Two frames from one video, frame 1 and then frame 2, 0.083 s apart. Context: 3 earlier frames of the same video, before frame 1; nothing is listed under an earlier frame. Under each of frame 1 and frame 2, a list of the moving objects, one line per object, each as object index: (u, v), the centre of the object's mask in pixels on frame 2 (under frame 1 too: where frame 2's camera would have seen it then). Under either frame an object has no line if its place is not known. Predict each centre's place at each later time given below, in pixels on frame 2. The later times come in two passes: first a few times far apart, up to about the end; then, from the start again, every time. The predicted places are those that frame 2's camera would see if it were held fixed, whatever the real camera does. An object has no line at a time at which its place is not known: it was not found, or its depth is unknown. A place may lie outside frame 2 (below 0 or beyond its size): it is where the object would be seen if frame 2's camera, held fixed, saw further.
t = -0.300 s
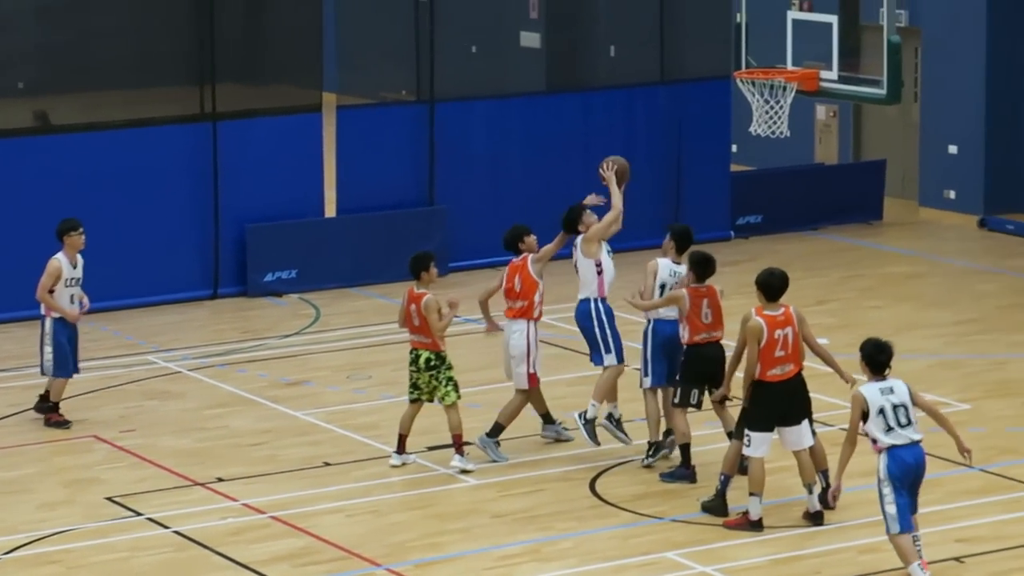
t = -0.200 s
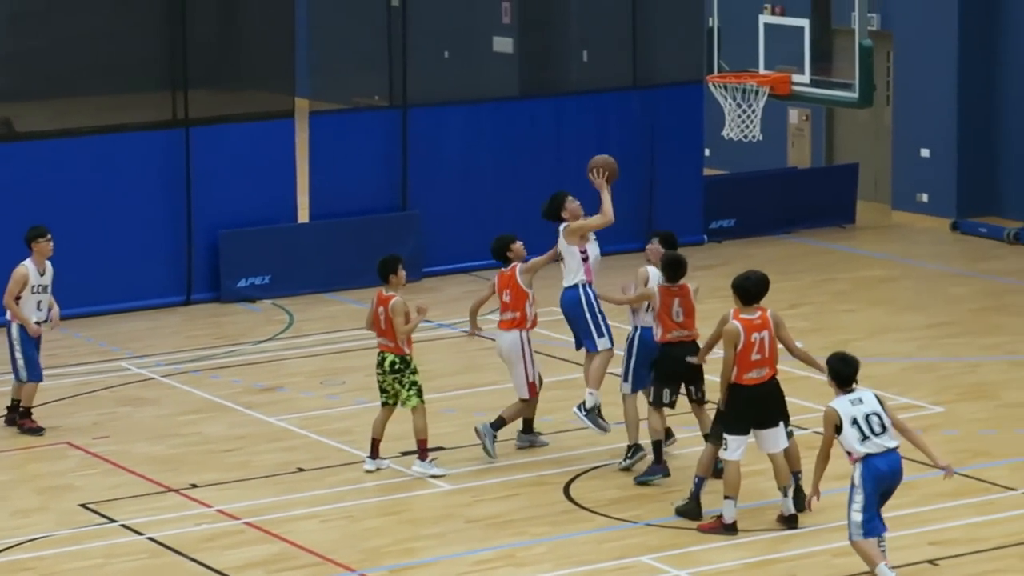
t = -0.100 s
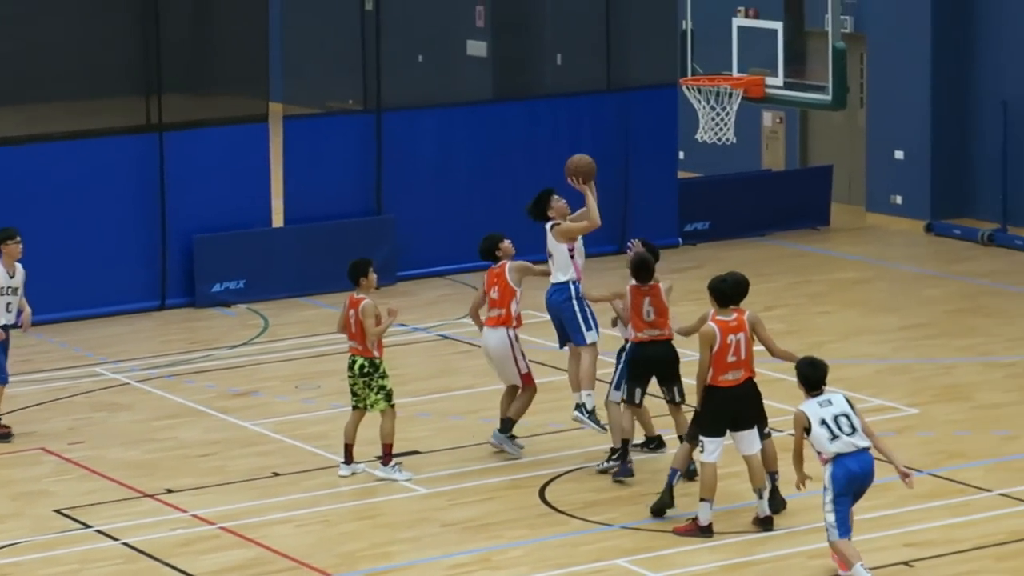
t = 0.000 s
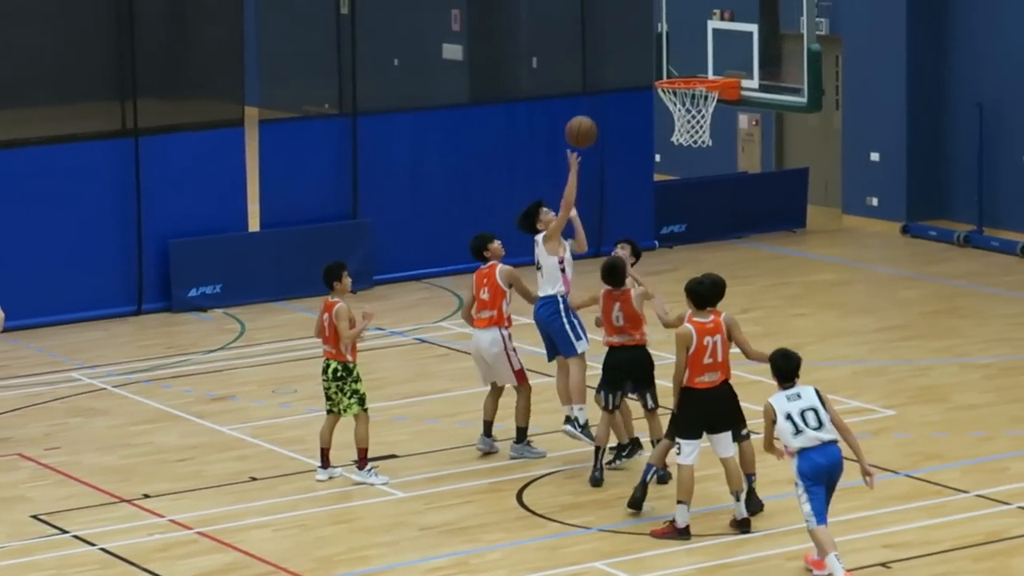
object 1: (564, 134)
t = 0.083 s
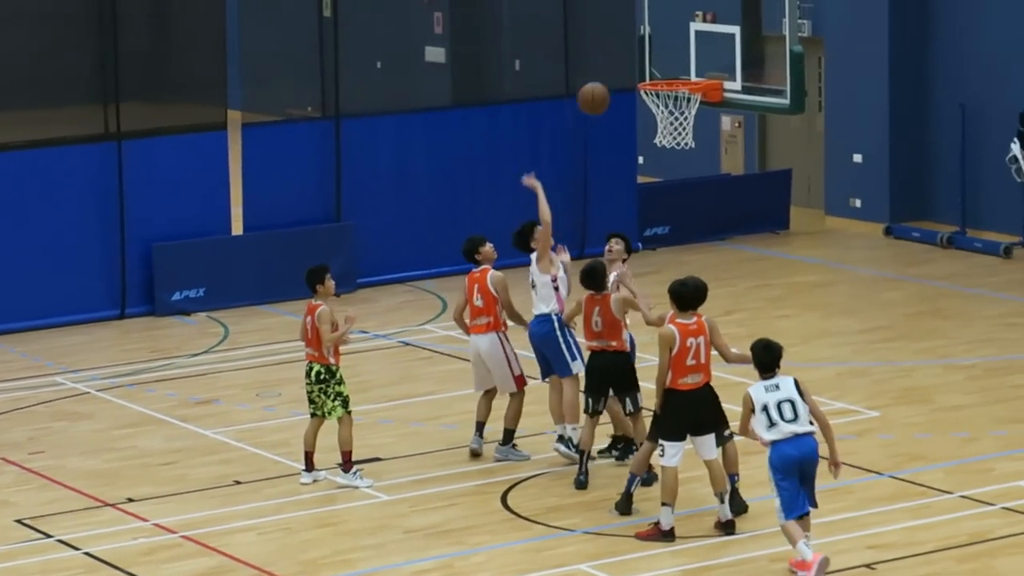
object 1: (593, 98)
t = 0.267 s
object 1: (661, 50)
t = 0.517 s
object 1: (675, 71)
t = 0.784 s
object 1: (660, 124)
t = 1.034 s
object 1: (676, 188)
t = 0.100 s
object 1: (600, 92)
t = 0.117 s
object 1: (605, 86)
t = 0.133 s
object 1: (612, 81)
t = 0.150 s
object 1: (618, 76)
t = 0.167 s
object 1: (624, 72)
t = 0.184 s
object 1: (629, 68)
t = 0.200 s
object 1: (636, 63)
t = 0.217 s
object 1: (642, 59)
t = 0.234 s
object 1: (648, 56)
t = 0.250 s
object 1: (654, 53)
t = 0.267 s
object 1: (661, 50)
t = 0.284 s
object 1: (667, 48)
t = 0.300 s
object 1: (673, 46)
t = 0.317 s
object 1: (679, 44)
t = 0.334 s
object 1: (681, 44)
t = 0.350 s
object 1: (681, 45)
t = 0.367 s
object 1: (680, 46)
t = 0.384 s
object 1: (680, 47)
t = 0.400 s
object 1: (679, 49)
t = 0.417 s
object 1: (678, 51)
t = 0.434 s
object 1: (678, 53)
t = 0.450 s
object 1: (677, 56)
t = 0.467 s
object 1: (676, 59)
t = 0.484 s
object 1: (676, 63)
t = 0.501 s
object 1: (675, 66)
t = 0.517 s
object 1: (675, 71)
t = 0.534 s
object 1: (674, 74)
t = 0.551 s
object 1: (674, 77)
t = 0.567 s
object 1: (673, 79)
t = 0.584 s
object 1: (671, 80)
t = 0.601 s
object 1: (671, 91)
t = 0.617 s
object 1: (670, 96)
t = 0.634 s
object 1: (668, 101)
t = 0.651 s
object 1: (663, 103)
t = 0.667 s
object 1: (666, 103)
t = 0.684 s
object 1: (660, 111)
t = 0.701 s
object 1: (659, 111)
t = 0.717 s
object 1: (659, 115)
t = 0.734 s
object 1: (659, 115)
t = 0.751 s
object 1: (660, 119)
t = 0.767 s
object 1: (661, 120)
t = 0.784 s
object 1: (660, 124)
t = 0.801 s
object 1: (662, 125)
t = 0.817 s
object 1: (663, 133)
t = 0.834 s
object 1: (664, 134)
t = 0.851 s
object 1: (664, 136)
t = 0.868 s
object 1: (666, 144)
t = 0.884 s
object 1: (667, 145)
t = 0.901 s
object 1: (668, 148)
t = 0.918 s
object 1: (669, 150)
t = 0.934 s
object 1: (670, 154)
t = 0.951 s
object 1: (671, 157)
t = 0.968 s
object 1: (672, 162)
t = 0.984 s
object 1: (673, 169)
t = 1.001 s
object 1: (674, 175)
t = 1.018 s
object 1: (675, 182)
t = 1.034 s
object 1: (676, 188)
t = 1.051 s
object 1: (677, 195)
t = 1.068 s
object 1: (678, 203)
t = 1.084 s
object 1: (679, 210)
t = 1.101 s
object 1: (680, 218)
